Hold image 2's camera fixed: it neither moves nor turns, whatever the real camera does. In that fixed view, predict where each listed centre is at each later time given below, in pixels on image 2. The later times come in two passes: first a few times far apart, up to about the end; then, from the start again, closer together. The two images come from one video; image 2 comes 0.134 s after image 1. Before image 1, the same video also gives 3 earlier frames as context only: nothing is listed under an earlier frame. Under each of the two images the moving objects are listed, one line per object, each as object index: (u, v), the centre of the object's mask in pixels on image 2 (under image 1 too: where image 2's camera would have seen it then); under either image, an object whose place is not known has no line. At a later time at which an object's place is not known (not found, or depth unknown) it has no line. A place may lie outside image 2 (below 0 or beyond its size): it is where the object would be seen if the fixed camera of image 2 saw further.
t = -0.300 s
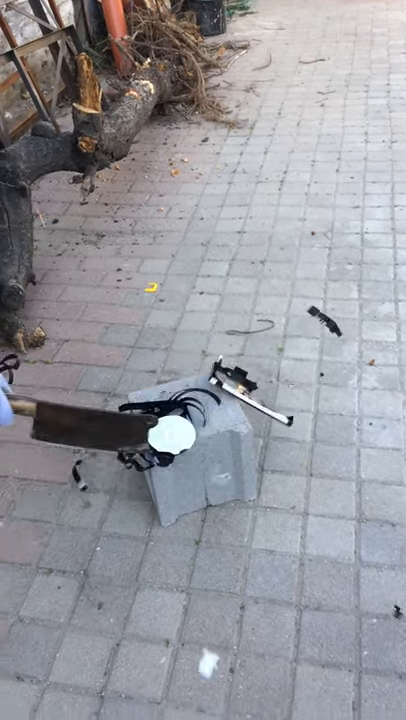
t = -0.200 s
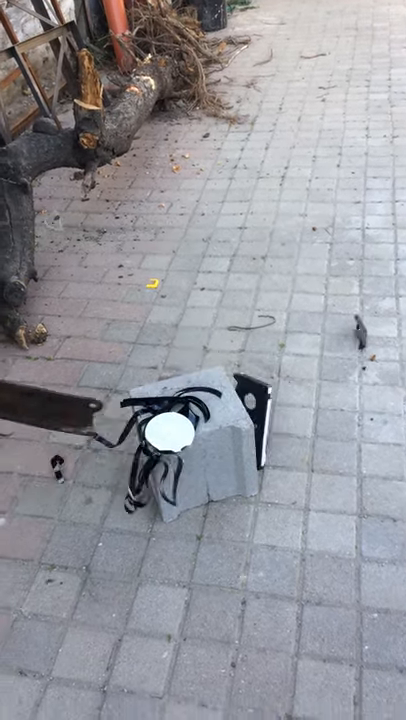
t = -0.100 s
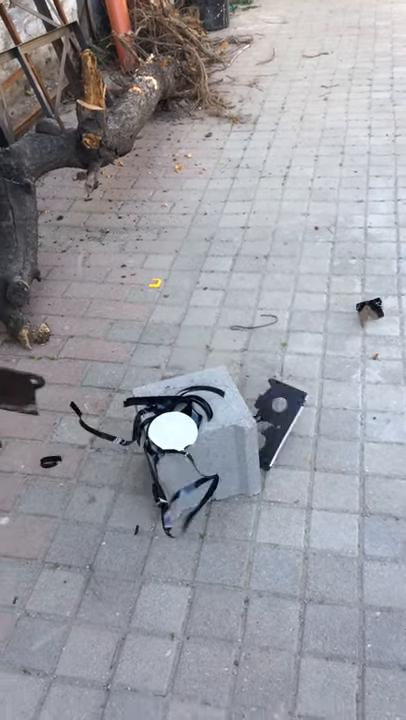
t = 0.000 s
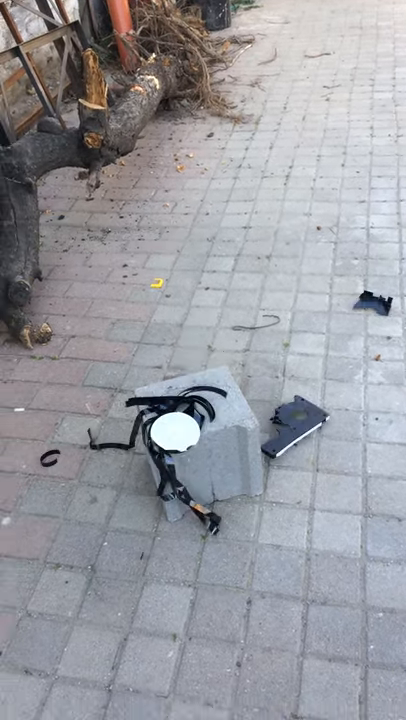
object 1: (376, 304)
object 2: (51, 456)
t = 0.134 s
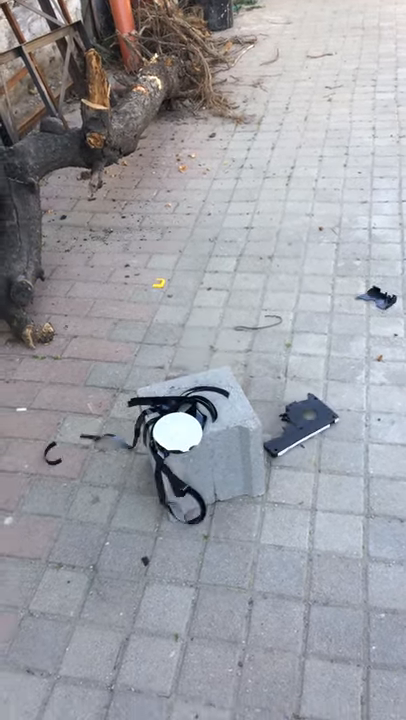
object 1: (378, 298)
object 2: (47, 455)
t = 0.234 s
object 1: (379, 298)
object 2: (49, 458)
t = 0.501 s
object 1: (379, 298)
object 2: (51, 457)
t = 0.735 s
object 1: (377, 297)
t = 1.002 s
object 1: (375, 297)
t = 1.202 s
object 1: (371, 296)
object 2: (53, 457)
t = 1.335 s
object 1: (369, 295)
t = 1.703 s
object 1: (372, 296)
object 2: (64, 447)
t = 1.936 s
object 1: (371, 296)
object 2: (64, 448)
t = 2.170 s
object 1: (368, 295)
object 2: (64, 448)
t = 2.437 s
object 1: (372, 296)
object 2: (63, 449)
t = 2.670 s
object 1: (379, 298)
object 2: (63, 449)
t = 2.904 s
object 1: (375, 297)
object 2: (62, 449)
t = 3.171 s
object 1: (378, 298)
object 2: (63, 449)
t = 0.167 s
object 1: (378, 298)
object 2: (49, 458)
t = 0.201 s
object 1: (378, 298)
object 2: (49, 457)
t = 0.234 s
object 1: (379, 298)
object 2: (49, 458)
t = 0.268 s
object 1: (378, 298)
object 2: (53, 458)
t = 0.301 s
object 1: (378, 298)
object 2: (53, 457)
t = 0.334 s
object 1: (379, 298)
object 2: (52, 458)
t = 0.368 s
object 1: (379, 298)
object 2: (53, 458)
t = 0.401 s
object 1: (379, 298)
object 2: (50, 457)
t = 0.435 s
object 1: (379, 298)
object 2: (51, 457)
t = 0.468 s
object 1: (379, 298)
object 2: (51, 457)
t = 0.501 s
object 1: (379, 298)
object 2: (51, 457)
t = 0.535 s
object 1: (378, 297)
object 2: (53, 458)
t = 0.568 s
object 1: (378, 297)
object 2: (53, 458)
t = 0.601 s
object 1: (378, 298)
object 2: (52, 457)
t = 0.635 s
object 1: (377, 297)
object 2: (52, 457)
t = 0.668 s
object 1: (377, 297)
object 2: (51, 457)
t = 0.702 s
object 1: (377, 297)
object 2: (54, 458)
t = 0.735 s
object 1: (377, 297)
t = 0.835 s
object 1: (377, 297)
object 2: (52, 457)
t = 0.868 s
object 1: (378, 298)
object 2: (53, 458)
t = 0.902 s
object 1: (378, 297)
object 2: (52, 457)
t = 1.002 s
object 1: (375, 297)
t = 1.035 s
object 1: (374, 297)
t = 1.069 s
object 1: (373, 296)
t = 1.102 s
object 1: (372, 296)
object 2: (52, 457)
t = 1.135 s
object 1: (371, 296)
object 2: (51, 457)
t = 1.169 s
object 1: (371, 296)
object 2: (54, 458)
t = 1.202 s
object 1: (371, 296)
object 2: (53, 457)
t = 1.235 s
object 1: (370, 296)
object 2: (51, 457)
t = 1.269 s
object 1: (370, 295)
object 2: (51, 457)
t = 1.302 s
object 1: (370, 295)
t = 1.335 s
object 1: (369, 295)
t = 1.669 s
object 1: (370, 296)
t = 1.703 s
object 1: (372, 296)
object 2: (64, 447)
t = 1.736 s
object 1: (372, 296)
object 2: (64, 448)
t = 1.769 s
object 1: (372, 296)
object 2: (64, 448)
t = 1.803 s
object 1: (373, 296)
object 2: (64, 448)
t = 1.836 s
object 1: (373, 296)
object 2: (64, 447)
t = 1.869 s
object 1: (373, 296)
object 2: (64, 447)
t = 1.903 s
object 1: (371, 296)
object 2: (64, 448)
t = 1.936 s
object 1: (371, 296)
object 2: (64, 448)
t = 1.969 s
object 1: (371, 296)
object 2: (64, 448)
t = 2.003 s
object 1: (370, 296)
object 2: (64, 448)
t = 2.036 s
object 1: (370, 296)
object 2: (64, 449)
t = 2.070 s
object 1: (370, 295)
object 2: (64, 448)
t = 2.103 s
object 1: (369, 295)
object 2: (64, 449)
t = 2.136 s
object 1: (368, 295)
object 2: (63, 448)
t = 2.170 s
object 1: (368, 295)
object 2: (64, 448)
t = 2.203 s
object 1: (367, 296)
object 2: (64, 449)
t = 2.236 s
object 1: (366, 296)
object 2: (63, 449)
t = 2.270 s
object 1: (366, 296)
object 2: (63, 449)
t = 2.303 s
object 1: (365, 296)
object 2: (63, 448)
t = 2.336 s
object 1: (365, 296)
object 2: (62, 449)
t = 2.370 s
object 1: (368, 295)
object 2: (63, 449)
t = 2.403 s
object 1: (370, 296)
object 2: (62, 449)
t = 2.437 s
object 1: (372, 296)
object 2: (63, 449)
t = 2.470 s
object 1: (373, 297)
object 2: (63, 449)
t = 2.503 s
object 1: (375, 297)
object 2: (62, 449)
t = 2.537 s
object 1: (377, 298)
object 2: (63, 449)
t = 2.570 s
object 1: (377, 298)
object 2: (63, 448)
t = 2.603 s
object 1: (378, 298)
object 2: (63, 449)
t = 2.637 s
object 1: (378, 298)
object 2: (63, 449)
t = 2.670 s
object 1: (379, 298)
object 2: (63, 449)
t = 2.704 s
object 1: (378, 298)
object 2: (63, 449)
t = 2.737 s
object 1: (378, 298)
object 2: (63, 449)
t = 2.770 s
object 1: (377, 298)
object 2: (64, 448)
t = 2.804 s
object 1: (376, 297)
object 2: (63, 449)
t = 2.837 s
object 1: (376, 297)
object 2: (64, 448)
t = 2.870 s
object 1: (376, 297)
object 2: (63, 448)
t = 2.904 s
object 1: (375, 297)
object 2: (62, 449)
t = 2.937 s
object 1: (376, 297)
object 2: (63, 449)
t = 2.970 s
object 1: (376, 297)
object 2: (63, 449)
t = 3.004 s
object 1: (376, 297)
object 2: (63, 449)
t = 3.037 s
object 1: (376, 298)
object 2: (63, 449)
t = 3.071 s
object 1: (377, 298)
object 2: (63, 449)
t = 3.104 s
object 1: (377, 298)
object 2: (63, 448)
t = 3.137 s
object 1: (378, 298)
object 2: (63, 449)
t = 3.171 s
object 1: (378, 298)
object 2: (63, 449)
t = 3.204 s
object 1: (379, 298)
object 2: (63, 449)
